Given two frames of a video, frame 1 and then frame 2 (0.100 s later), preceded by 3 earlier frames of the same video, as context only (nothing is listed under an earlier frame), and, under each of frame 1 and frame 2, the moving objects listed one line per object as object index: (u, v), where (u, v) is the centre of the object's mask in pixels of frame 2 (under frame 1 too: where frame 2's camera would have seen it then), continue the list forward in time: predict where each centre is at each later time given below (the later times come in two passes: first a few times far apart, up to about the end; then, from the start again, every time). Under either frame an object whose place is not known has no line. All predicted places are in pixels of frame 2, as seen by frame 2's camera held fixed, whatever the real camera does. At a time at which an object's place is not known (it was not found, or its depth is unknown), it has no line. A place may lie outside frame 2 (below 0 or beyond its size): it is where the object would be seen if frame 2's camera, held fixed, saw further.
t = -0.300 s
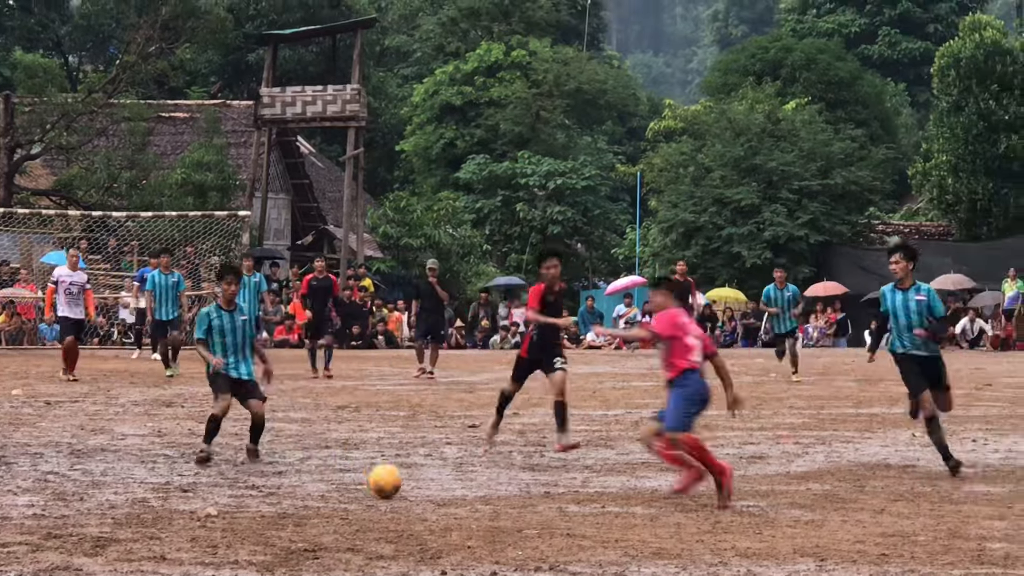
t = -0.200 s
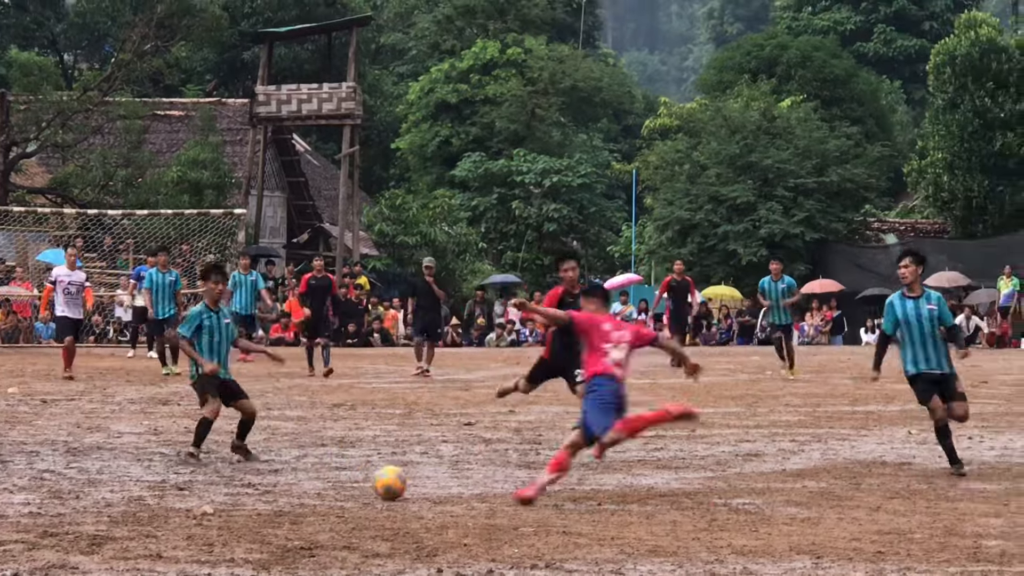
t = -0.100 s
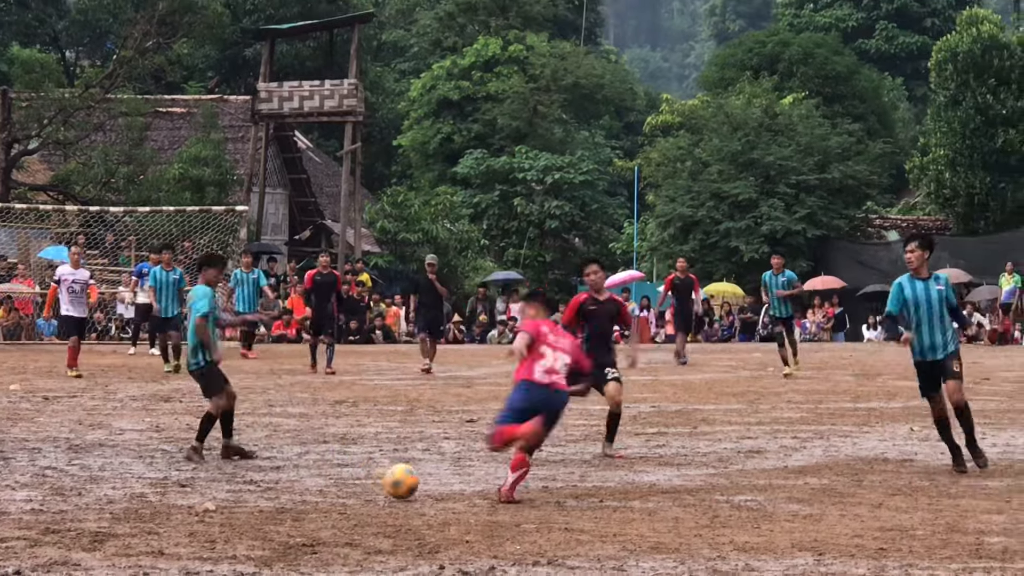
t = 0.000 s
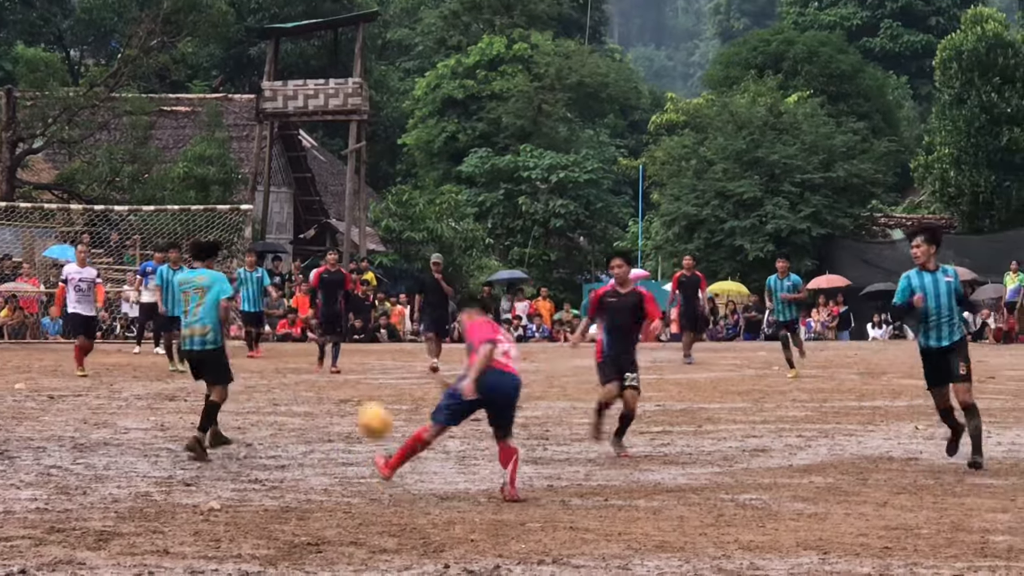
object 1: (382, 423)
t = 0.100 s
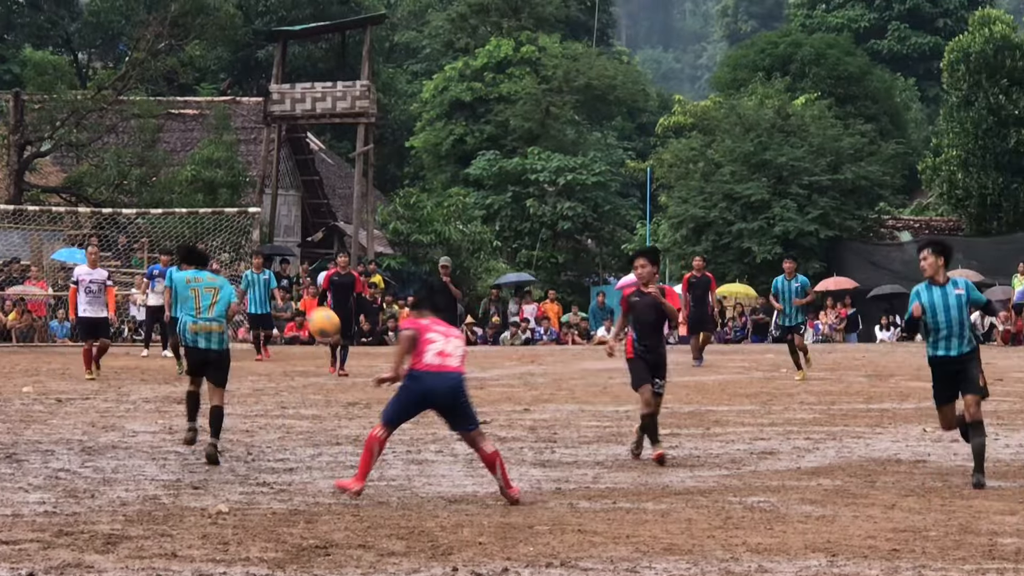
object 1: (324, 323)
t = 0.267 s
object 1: (254, 206)
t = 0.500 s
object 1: (188, 114)
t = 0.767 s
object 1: (145, 81)
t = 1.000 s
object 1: (122, 97)
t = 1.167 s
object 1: (113, 129)
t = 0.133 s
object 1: (307, 294)
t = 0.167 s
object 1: (292, 269)
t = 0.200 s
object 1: (278, 246)
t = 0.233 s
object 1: (265, 225)
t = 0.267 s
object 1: (254, 206)
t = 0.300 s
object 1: (241, 187)
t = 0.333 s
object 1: (231, 173)
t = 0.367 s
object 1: (222, 158)
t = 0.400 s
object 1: (212, 145)
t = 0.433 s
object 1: (204, 133)
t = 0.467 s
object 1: (196, 122)
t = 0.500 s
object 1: (188, 114)
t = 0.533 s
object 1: (182, 106)
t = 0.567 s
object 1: (175, 100)
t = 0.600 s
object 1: (169, 95)
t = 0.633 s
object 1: (163, 90)
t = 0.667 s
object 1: (158, 87)
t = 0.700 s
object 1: (153, 84)
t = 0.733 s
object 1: (148, 82)
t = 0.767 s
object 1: (145, 81)
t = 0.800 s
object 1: (140, 81)
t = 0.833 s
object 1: (136, 81)
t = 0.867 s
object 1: (133, 83)
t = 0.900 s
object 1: (130, 85)
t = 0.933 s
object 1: (127, 88)
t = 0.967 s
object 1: (124, 93)
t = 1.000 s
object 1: (122, 97)
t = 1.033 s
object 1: (120, 102)
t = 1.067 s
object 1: (118, 108)
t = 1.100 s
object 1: (116, 115)
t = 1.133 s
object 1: (115, 121)
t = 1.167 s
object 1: (113, 129)
